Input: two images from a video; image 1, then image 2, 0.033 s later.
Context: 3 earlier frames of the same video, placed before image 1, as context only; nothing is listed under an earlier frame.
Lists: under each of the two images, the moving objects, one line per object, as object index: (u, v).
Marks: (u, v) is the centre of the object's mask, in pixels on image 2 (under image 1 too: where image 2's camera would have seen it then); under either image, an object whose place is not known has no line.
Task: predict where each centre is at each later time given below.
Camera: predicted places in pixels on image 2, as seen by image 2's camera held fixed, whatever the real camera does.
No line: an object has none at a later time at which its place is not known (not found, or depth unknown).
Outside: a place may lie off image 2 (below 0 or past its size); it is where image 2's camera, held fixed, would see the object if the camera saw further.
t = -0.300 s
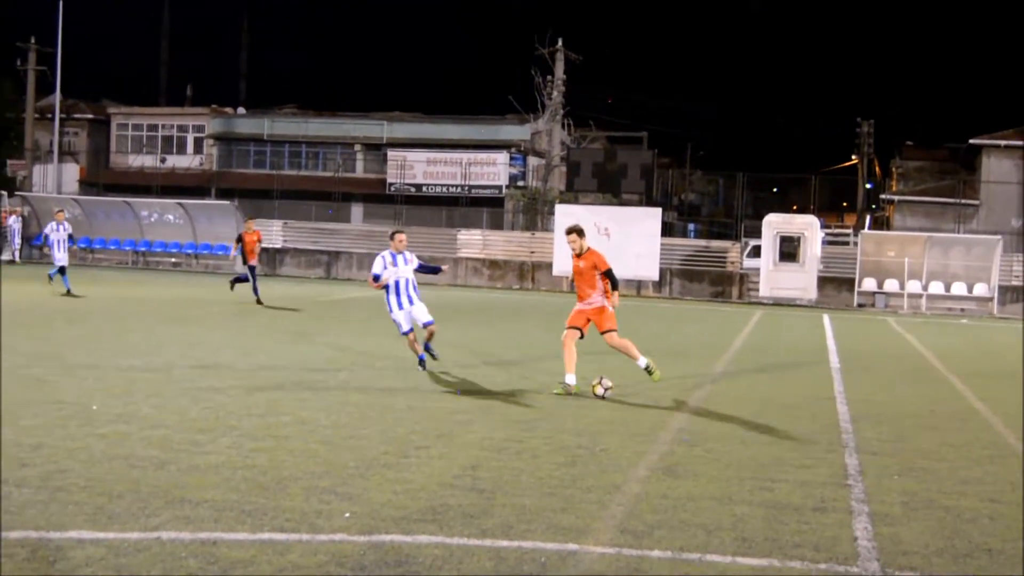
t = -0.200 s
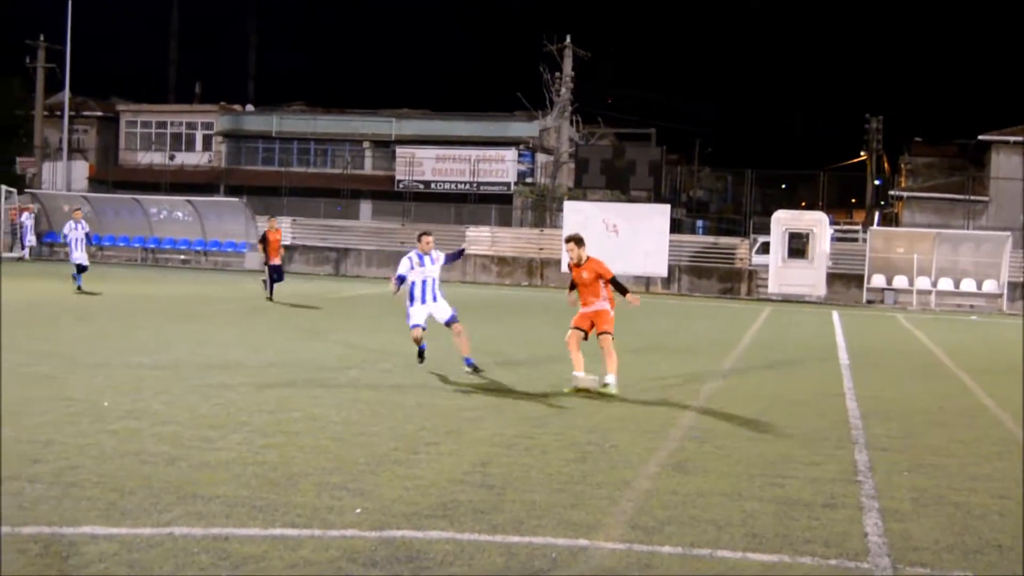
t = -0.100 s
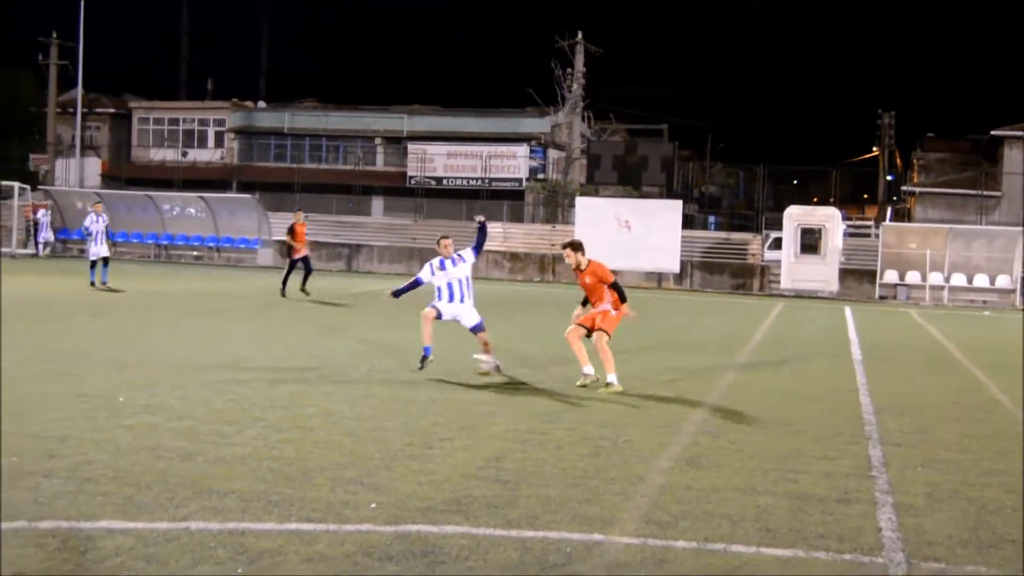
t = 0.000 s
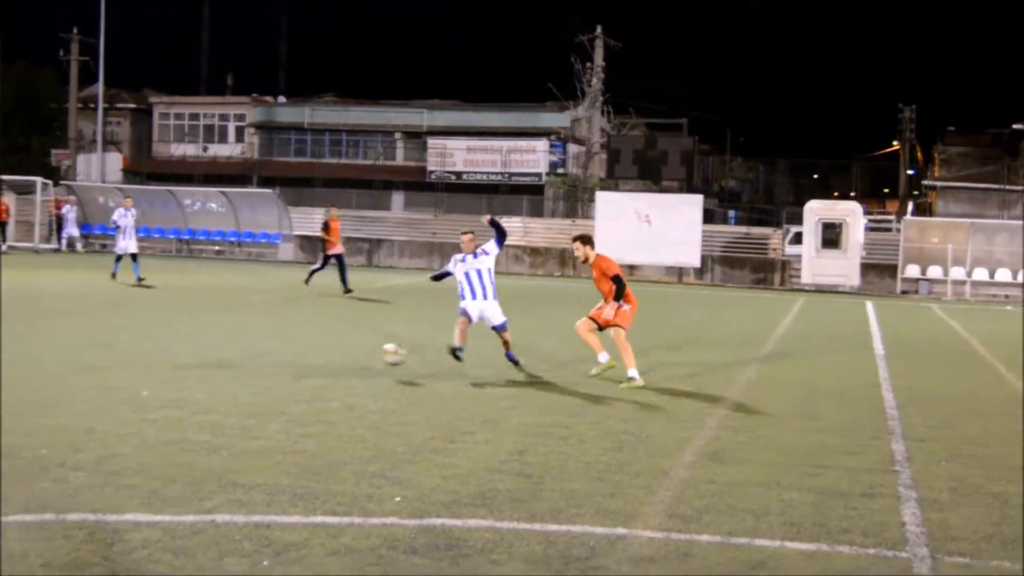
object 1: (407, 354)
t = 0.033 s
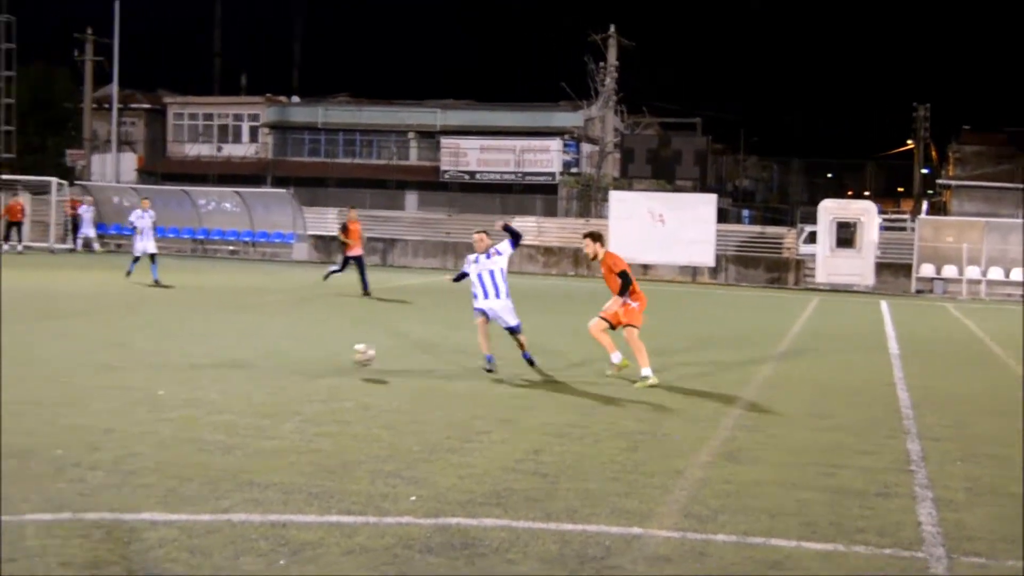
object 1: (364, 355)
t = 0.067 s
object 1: (342, 356)
